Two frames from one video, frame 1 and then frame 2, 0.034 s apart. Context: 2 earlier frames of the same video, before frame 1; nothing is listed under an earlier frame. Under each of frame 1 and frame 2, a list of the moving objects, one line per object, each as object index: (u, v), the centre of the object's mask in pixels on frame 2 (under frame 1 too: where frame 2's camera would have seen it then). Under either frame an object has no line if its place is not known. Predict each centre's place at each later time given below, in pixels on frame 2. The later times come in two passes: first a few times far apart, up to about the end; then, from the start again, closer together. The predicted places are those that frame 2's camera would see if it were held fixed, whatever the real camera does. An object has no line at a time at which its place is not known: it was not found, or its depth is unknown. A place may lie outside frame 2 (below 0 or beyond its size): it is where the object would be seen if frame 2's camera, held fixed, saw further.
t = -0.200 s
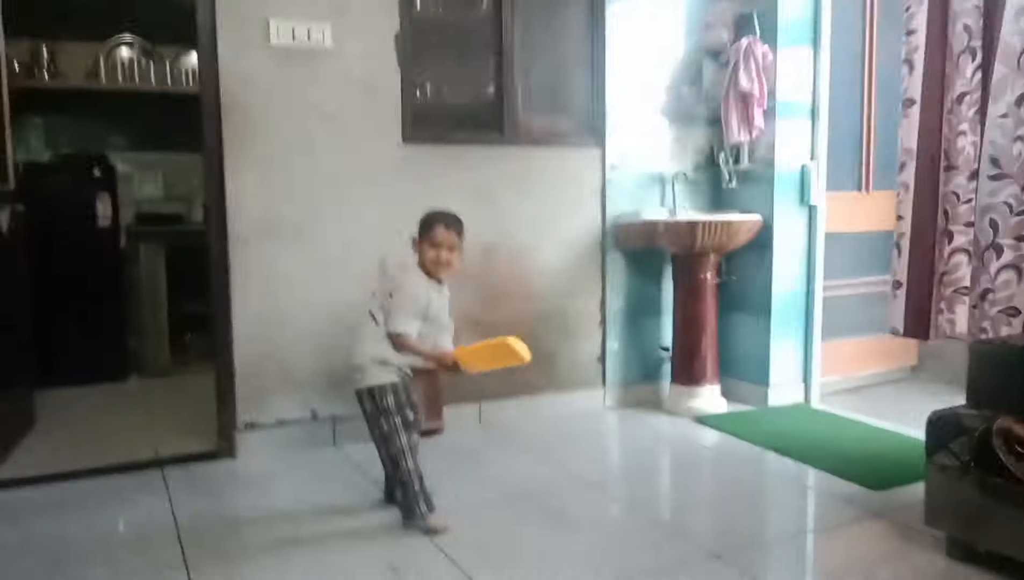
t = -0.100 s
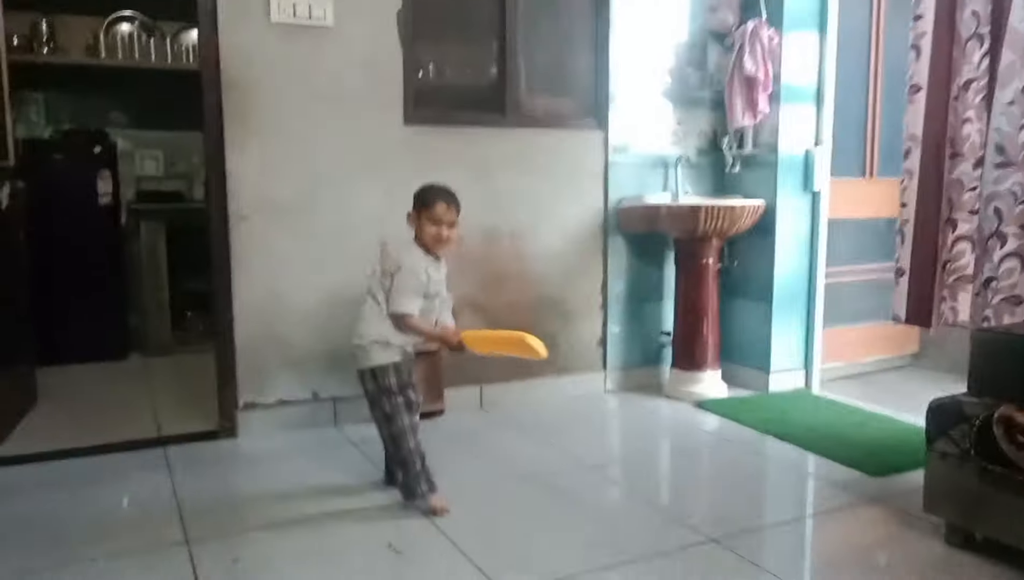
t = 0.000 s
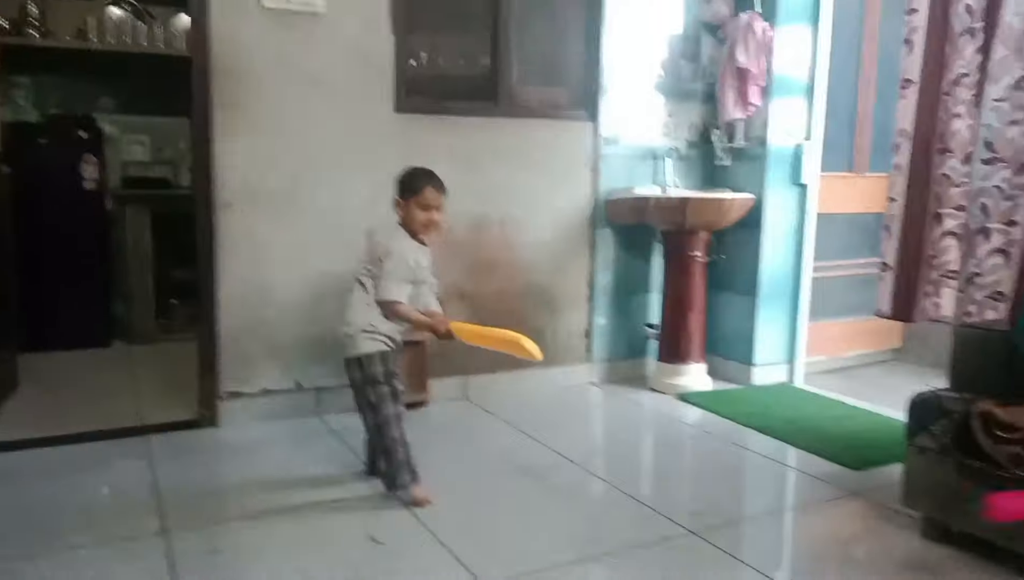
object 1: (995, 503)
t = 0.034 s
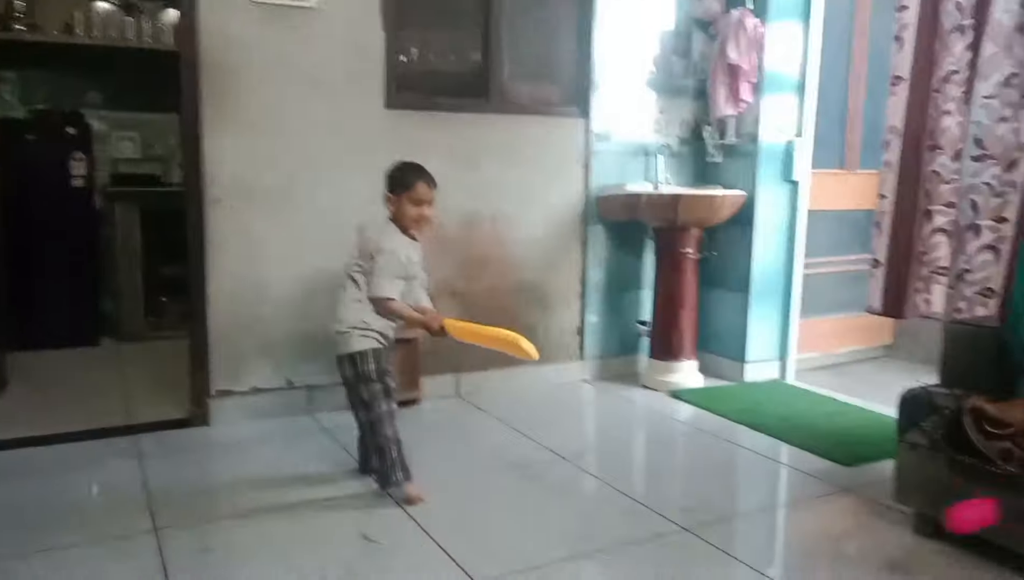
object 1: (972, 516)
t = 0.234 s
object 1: (833, 511)
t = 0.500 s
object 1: (707, 529)
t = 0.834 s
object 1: (564, 508)
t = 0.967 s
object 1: (508, 492)
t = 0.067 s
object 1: (941, 534)
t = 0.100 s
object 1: (909, 557)
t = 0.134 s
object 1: (876, 575)
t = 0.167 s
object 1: (863, 552)
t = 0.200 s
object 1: (849, 529)
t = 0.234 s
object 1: (833, 511)
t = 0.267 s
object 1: (817, 498)
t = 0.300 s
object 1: (805, 489)
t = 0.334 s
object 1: (789, 484)
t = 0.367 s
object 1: (770, 485)
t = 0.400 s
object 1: (756, 489)
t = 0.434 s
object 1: (740, 499)
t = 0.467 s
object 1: (724, 511)
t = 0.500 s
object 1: (707, 529)
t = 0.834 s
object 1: (564, 508)
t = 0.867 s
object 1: (551, 525)
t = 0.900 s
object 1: (537, 517)
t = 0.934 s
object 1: (521, 502)
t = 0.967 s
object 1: (508, 492)
